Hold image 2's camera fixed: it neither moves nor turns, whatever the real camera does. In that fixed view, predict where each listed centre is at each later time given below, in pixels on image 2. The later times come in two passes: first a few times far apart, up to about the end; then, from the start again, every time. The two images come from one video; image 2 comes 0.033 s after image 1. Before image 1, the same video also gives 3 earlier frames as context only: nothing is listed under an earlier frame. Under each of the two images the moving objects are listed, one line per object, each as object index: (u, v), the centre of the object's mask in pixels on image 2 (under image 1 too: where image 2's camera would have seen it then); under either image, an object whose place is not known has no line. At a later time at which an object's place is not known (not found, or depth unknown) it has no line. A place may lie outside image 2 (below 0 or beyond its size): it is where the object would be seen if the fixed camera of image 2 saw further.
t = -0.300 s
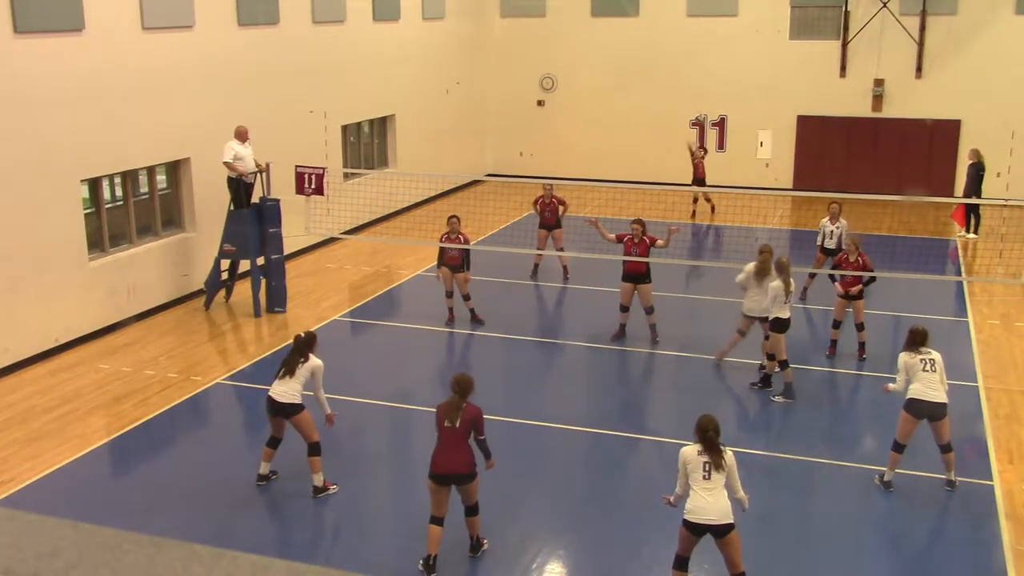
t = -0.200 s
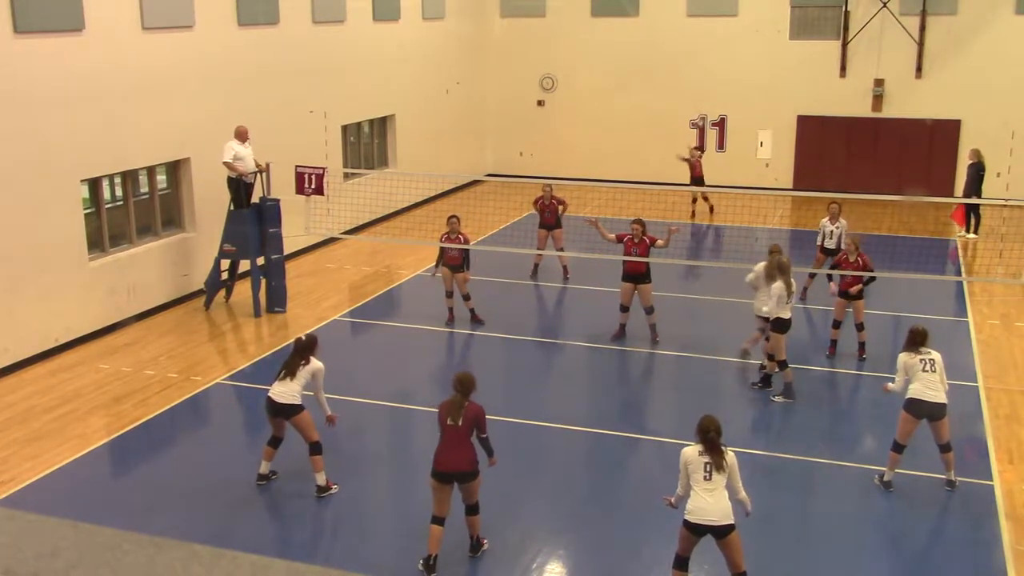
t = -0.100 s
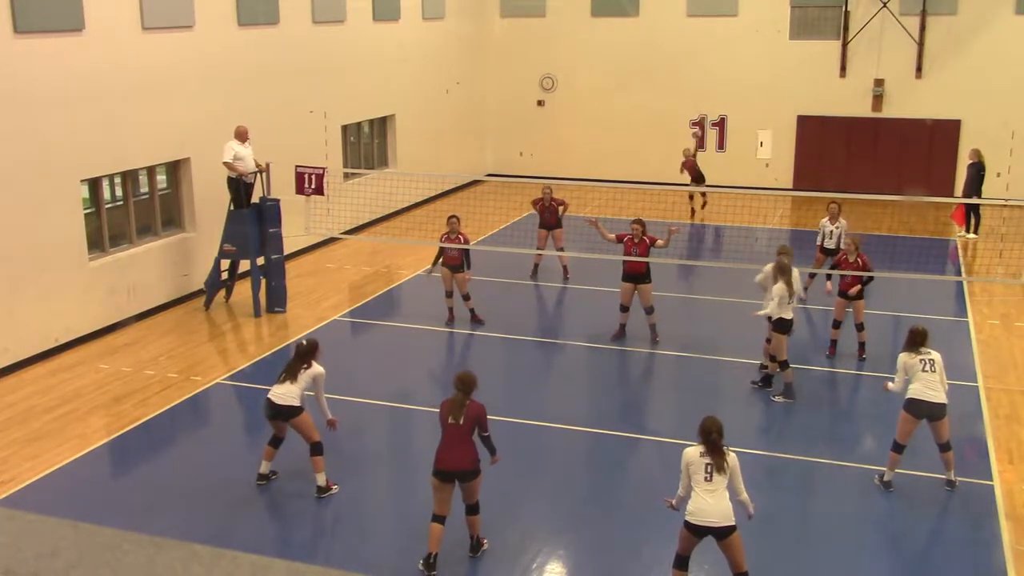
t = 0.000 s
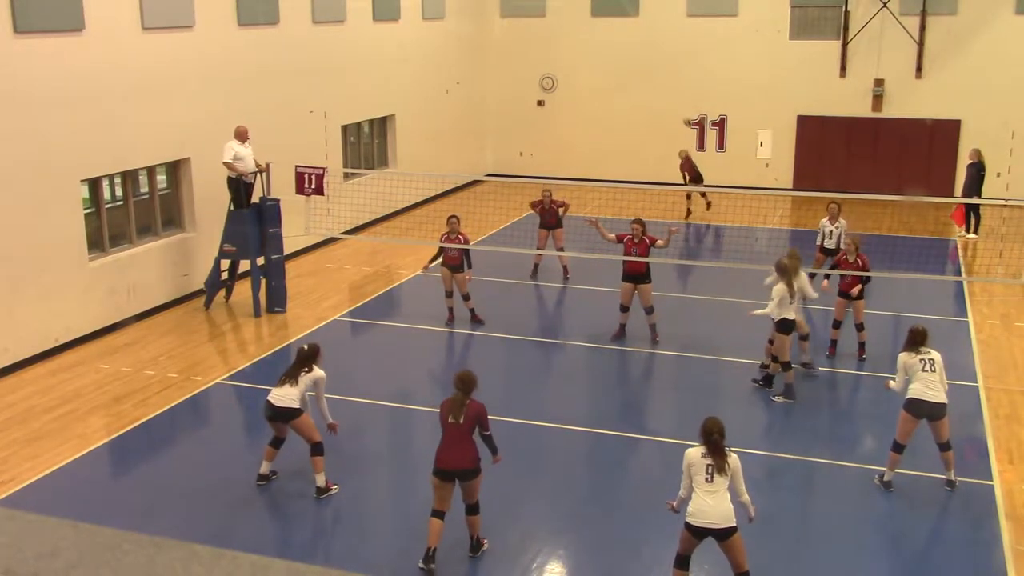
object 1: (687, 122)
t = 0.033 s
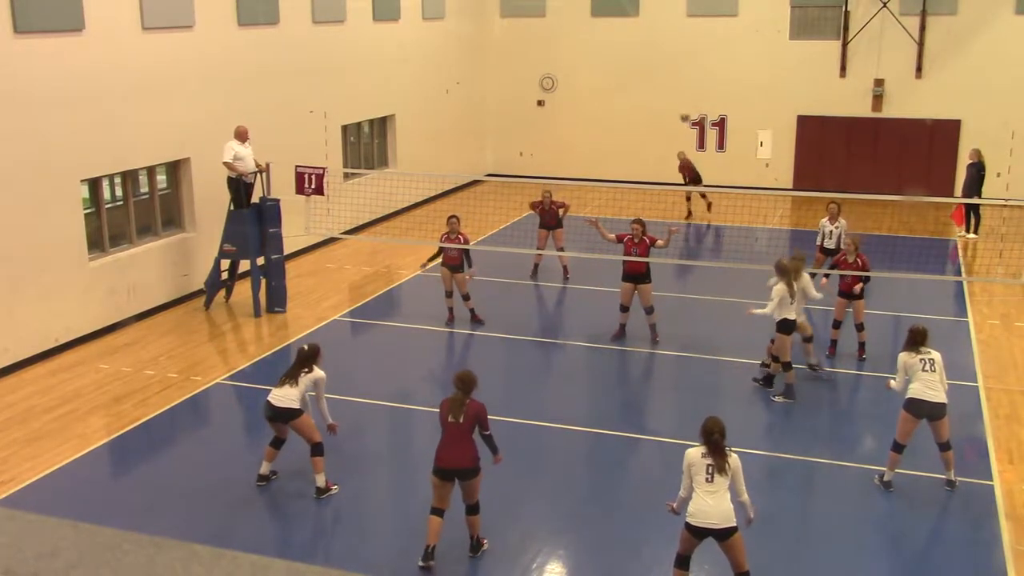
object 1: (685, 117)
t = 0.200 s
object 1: (667, 100)
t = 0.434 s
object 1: (640, 98)
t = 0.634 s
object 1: (614, 133)
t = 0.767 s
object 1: (592, 176)
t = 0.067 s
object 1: (681, 113)
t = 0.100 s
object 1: (678, 109)
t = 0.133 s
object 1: (674, 106)
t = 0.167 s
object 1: (671, 102)
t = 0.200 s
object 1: (667, 100)
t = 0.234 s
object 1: (664, 97)
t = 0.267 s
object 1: (660, 96)
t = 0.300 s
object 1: (656, 94)
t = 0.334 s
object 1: (652, 94)
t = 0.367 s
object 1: (648, 95)
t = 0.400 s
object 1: (644, 96)
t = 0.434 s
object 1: (640, 98)
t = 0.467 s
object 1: (636, 101)
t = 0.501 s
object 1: (633, 105)
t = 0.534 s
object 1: (629, 110)
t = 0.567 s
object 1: (624, 117)
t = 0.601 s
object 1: (619, 125)
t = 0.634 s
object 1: (614, 133)
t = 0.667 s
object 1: (609, 143)
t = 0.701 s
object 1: (604, 153)
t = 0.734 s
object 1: (597, 164)
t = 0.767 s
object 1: (592, 176)
